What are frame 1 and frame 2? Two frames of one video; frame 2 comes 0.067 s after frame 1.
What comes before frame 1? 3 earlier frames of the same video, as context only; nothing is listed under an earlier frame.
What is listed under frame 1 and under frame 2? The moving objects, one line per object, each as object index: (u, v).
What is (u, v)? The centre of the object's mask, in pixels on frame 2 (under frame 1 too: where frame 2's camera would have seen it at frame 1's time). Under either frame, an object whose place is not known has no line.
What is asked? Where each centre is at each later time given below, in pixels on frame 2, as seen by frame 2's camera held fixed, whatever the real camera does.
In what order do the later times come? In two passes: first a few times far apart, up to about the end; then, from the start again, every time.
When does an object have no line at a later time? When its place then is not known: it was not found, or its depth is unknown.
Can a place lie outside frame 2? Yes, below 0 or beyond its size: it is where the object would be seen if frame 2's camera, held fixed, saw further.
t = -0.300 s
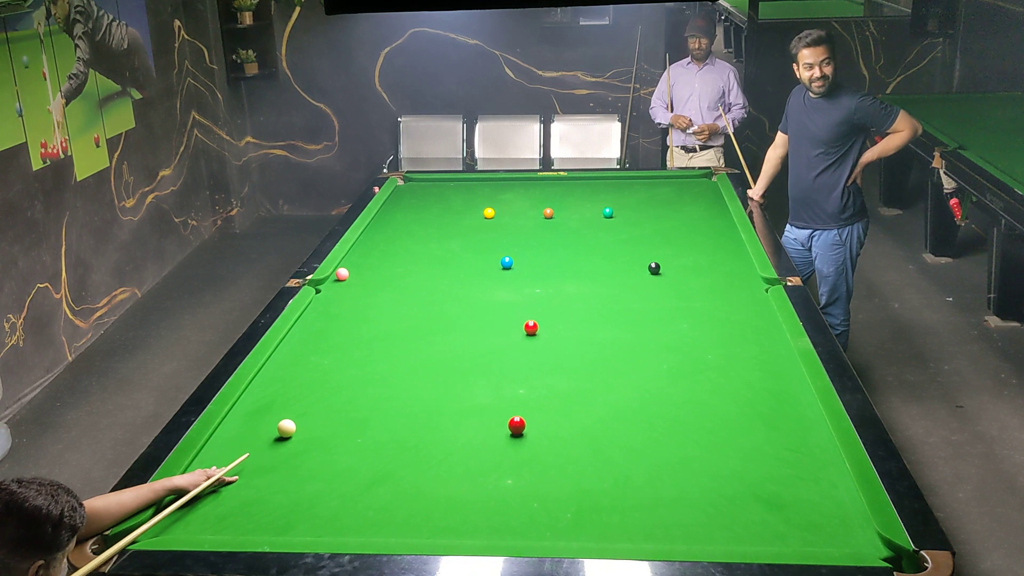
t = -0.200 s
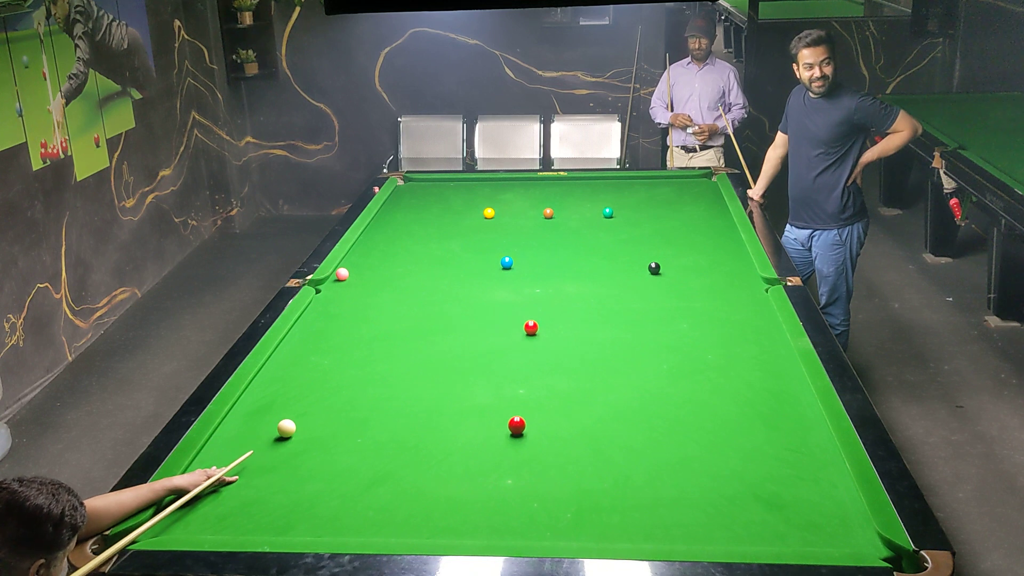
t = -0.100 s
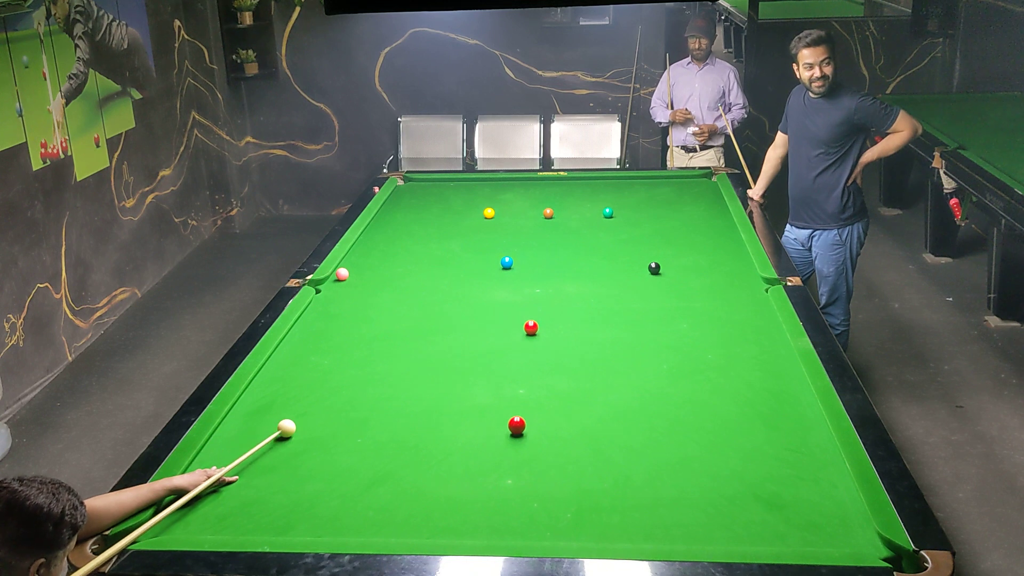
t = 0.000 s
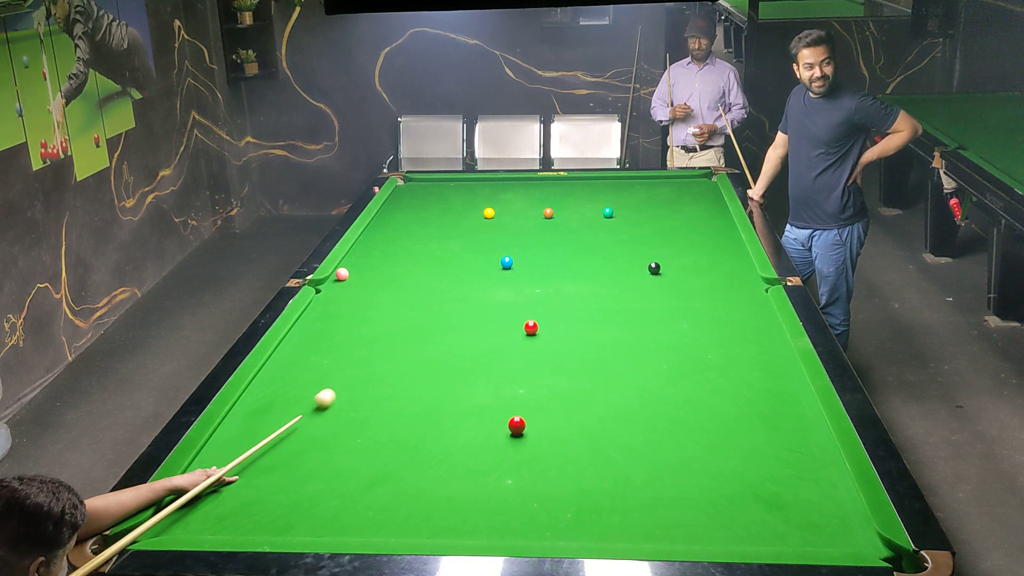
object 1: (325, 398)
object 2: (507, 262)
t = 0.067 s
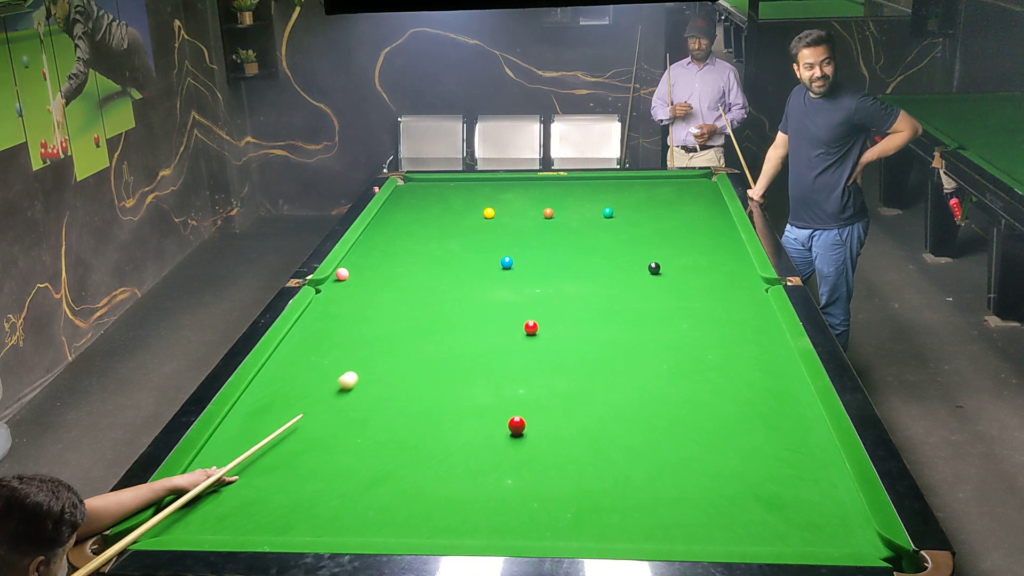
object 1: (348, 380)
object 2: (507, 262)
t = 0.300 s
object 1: (413, 330)
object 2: (507, 262)
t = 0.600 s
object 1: (478, 281)
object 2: (507, 262)
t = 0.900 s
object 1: (490, 257)
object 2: (546, 246)
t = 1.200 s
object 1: (485, 243)
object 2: (591, 229)
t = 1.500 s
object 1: (481, 230)
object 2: (632, 213)
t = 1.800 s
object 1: (477, 219)
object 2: (668, 199)
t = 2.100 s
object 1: (474, 209)
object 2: (700, 187)
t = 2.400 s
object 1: (471, 200)
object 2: (698, 178)
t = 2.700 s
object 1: (468, 192)
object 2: (679, 180)
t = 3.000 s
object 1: (466, 186)
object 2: (661, 185)
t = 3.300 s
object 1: (464, 180)
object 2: (645, 190)
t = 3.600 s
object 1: (459, 182)
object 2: (629, 194)
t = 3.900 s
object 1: (455, 185)
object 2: (615, 199)
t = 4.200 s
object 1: (451, 188)
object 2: (602, 202)
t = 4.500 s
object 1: (447, 191)
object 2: (591, 206)
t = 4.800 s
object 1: (444, 193)
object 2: (581, 209)
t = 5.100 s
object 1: (442, 194)
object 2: (573, 212)
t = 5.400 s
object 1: (440, 196)
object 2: (565, 215)
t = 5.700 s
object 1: (439, 196)
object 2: (560, 217)
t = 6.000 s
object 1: (439, 196)
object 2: (555, 218)
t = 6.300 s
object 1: (439, 196)
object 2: (552, 219)
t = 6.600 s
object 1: (439, 196)
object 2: (550, 220)
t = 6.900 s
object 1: (439, 196)
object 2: (549, 220)
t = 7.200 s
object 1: (439, 196)
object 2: (549, 220)
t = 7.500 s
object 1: (439, 196)
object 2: (549, 220)
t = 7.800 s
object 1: (439, 197)
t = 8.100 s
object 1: (439, 197)
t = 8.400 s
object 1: (439, 197)
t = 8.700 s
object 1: (439, 197)
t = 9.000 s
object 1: (439, 196)
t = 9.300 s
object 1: (439, 197)
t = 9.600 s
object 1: (439, 197)
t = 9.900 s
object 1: (439, 197)
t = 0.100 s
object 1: (358, 372)
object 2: (507, 262)
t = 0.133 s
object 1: (368, 365)
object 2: (507, 262)
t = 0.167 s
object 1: (378, 357)
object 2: (507, 262)
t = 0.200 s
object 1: (387, 350)
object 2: (507, 262)
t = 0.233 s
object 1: (396, 343)
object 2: (507, 262)
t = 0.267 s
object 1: (405, 337)
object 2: (507, 262)
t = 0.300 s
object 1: (413, 330)
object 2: (507, 262)
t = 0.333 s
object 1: (421, 324)
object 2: (507, 262)
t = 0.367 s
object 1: (429, 318)
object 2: (507, 262)
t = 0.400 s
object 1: (437, 312)
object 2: (507, 262)
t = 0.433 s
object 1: (444, 307)
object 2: (507, 262)
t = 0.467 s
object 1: (452, 301)
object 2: (507, 262)
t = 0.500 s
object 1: (458, 296)
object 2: (507, 262)
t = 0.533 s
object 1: (465, 291)
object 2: (507, 262)
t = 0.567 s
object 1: (472, 286)
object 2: (507, 262)
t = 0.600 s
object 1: (478, 281)
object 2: (507, 262)
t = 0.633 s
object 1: (484, 276)
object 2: (507, 262)
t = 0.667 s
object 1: (490, 271)
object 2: (507, 262)
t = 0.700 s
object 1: (496, 267)
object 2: (508, 261)
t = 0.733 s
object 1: (497, 265)
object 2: (512, 260)
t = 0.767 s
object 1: (494, 264)
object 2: (520, 257)
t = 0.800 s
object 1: (492, 262)
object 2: (527, 254)
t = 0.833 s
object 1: (491, 261)
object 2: (534, 251)
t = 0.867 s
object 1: (490, 259)
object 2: (540, 249)
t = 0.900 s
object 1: (490, 257)
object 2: (546, 246)
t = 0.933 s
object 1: (489, 256)
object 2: (552, 244)
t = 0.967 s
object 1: (488, 254)
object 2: (557, 242)
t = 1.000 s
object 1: (488, 252)
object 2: (562, 240)
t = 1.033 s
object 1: (487, 251)
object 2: (567, 238)
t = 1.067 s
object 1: (487, 249)
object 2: (572, 236)
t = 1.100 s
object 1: (486, 247)
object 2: (577, 234)
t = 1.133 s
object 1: (486, 246)
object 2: (582, 232)
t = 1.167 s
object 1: (485, 244)
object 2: (587, 231)
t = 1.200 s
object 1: (485, 243)
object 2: (591, 229)
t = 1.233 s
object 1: (484, 241)
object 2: (596, 227)
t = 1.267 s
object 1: (484, 240)
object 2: (601, 225)
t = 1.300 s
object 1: (483, 238)
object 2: (605, 224)
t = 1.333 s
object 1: (483, 237)
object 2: (610, 222)
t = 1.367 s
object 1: (483, 235)
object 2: (615, 220)
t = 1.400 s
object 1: (482, 234)
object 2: (619, 218)
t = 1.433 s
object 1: (482, 232)
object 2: (623, 217)
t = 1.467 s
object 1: (481, 231)
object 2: (627, 215)
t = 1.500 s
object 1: (481, 230)
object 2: (632, 213)
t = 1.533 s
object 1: (480, 228)
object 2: (636, 211)
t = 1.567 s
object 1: (480, 227)
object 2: (640, 210)
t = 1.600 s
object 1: (479, 226)
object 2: (644, 208)
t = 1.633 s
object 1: (479, 225)
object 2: (648, 207)
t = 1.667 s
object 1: (479, 223)
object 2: (652, 205)
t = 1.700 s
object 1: (478, 222)
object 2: (656, 204)
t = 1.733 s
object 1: (478, 221)
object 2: (660, 202)
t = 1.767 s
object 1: (477, 220)
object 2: (664, 201)
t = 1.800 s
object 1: (477, 219)
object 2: (668, 199)
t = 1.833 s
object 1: (477, 217)
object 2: (671, 198)
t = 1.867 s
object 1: (476, 216)
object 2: (675, 197)
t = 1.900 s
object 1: (476, 215)
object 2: (679, 195)
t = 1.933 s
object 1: (476, 214)
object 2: (682, 194)
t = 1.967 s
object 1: (475, 213)
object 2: (686, 192)
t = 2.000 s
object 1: (475, 212)
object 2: (689, 191)
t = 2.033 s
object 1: (474, 211)
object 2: (693, 190)
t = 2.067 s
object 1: (474, 210)
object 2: (696, 188)
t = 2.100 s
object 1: (474, 209)
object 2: (700, 187)
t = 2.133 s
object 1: (473, 208)
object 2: (703, 186)
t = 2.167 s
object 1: (473, 207)
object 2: (706, 185)
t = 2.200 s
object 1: (473, 206)
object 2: (710, 183)
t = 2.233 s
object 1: (472, 205)
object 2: (712, 182)
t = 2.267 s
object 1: (472, 204)
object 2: (709, 181)
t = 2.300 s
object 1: (472, 203)
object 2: (706, 180)
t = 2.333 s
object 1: (471, 202)
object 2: (703, 180)
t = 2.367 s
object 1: (471, 201)
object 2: (701, 179)
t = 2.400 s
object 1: (471, 200)
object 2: (698, 178)
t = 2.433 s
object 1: (470, 199)
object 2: (695, 177)
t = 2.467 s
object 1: (470, 198)
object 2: (693, 176)
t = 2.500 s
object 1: (470, 197)
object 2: (691, 176)
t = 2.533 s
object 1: (470, 196)
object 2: (689, 177)
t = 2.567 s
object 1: (469, 196)
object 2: (687, 178)
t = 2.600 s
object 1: (469, 195)
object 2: (685, 178)
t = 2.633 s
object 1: (469, 194)
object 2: (683, 179)
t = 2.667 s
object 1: (468, 193)
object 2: (681, 179)
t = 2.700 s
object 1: (468, 192)
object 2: (679, 180)
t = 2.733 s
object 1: (468, 192)
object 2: (677, 180)
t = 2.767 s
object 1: (468, 191)
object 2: (675, 181)
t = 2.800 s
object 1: (467, 190)
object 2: (673, 181)
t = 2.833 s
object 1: (467, 189)
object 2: (671, 182)
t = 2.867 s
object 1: (467, 189)
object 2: (669, 183)
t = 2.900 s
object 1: (467, 188)
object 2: (667, 183)
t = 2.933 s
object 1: (466, 187)
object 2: (665, 184)
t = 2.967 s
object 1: (466, 186)
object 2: (663, 184)
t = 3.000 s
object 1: (466, 186)
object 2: (661, 185)
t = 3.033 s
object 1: (466, 185)
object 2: (659, 185)
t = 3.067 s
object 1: (465, 184)
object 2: (658, 186)
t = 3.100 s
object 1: (465, 184)
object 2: (656, 186)
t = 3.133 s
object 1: (465, 183)
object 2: (654, 187)
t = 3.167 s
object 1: (465, 182)
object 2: (652, 188)
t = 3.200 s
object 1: (464, 182)
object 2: (650, 188)
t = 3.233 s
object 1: (464, 181)
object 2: (648, 189)
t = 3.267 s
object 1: (464, 180)
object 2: (646, 189)
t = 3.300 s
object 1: (464, 180)
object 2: (645, 190)
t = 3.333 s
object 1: (464, 179)
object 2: (643, 190)
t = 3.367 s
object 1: (463, 179)
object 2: (641, 191)
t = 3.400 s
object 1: (463, 179)
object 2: (639, 191)
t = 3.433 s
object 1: (462, 180)
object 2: (638, 192)
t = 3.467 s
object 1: (462, 180)
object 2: (636, 192)
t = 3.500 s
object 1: (461, 181)
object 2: (634, 193)
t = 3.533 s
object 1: (461, 181)
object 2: (633, 193)
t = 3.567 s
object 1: (460, 181)
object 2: (631, 194)
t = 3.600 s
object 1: (459, 182)
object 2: (629, 194)
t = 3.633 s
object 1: (459, 182)
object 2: (628, 195)
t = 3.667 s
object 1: (458, 183)
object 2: (626, 195)
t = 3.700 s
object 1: (458, 183)
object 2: (625, 196)
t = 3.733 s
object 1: (457, 183)
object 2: (623, 196)
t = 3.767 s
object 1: (457, 184)
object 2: (621, 197)
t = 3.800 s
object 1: (456, 184)
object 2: (620, 197)
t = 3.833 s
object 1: (456, 184)
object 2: (618, 198)
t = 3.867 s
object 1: (455, 185)
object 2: (617, 198)
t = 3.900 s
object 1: (455, 185)
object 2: (615, 199)
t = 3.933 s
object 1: (454, 186)
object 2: (614, 199)
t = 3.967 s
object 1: (454, 186)
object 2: (612, 199)
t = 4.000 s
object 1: (453, 186)
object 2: (611, 200)
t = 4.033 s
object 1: (453, 187)
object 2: (609, 200)
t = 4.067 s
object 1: (453, 187)
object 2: (608, 201)
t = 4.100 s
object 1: (452, 187)
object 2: (606, 201)
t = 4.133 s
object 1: (452, 188)
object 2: (605, 202)
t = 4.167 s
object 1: (451, 188)
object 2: (603, 202)
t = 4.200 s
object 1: (451, 188)
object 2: (602, 202)
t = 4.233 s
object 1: (450, 188)
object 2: (601, 203)
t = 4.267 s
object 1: (450, 189)
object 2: (599, 203)
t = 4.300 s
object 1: (450, 189)
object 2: (598, 204)
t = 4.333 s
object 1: (449, 189)
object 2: (597, 204)
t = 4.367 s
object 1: (449, 190)
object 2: (596, 204)
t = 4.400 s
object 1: (448, 190)
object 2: (594, 205)
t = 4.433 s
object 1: (448, 190)
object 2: (593, 205)
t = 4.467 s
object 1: (448, 190)
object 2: (592, 206)
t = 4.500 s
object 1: (447, 191)
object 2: (591, 206)
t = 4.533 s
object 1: (447, 191)
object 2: (590, 207)
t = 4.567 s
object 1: (447, 191)
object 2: (588, 207)
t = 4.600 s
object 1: (446, 191)
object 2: (587, 207)
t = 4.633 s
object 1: (446, 192)
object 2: (586, 208)
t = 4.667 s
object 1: (446, 192)
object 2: (585, 208)
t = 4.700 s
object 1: (445, 192)
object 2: (584, 208)
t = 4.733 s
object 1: (445, 192)
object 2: (583, 209)
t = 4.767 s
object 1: (445, 193)
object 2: (582, 209)
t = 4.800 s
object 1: (444, 193)
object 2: (581, 209)
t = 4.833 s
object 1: (444, 193)
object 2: (580, 210)
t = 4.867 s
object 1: (444, 193)
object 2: (579, 210)
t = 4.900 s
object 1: (443, 193)
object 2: (578, 210)
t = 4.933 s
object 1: (443, 194)
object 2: (577, 211)
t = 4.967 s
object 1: (443, 194)
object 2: (576, 211)
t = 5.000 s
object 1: (443, 194)
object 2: (575, 211)
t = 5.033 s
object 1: (442, 194)
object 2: (574, 212)
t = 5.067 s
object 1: (442, 194)
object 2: (573, 212)
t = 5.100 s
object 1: (442, 194)
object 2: (573, 212)
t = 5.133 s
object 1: (442, 194)
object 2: (572, 213)
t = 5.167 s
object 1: (442, 195)
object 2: (571, 213)
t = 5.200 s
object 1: (441, 195)
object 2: (570, 213)
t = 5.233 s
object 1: (441, 195)
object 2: (569, 213)
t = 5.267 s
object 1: (441, 195)
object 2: (568, 214)
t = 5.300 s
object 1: (441, 195)
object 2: (568, 214)
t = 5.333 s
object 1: (441, 195)
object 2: (567, 214)
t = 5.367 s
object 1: (441, 195)
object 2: (566, 214)
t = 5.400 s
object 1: (440, 196)
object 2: (565, 215)
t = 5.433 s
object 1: (440, 196)
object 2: (565, 215)
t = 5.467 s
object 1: (440, 196)
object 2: (564, 215)
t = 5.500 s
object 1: (440, 196)
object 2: (563, 215)
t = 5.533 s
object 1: (440, 196)
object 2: (563, 215)
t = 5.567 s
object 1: (440, 196)
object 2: (562, 216)
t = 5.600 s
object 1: (440, 196)
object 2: (561, 216)
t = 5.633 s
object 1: (439, 196)
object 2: (561, 216)
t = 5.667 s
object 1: (439, 196)
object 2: (560, 216)
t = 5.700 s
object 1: (439, 196)
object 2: (560, 217)
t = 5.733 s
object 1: (439, 196)
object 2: (559, 217)
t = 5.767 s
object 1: (439, 196)
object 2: (558, 217)
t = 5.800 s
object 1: (439, 196)
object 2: (558, 217)
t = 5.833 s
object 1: (439, 196)
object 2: (557, 217)
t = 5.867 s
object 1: (439, 196)
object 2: (557, 217)
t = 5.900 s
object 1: (439, 196)
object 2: (556, 218)
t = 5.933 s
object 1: (439, 196)
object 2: (556, 218)
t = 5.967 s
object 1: (439, 196)
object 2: (555, 218)
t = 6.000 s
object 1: (439, 196)
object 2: (555, 218)
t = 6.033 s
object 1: (439, 196)
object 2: (554, 218)
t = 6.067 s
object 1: (439, 196)
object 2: (554, 219)
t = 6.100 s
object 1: (439, 196)
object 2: (554, 219)
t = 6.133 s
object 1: (439, 196)
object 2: (553, 219)
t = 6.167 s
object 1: (439, 196)
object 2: (553, 219)
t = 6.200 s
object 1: (439, 196)
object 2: (552, 219)
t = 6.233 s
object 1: (439, 196)
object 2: (552, 219)
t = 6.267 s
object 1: (439, 196)
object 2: (552, 219)
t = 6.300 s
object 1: (439, 196)
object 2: (552, 219)
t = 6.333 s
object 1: (439, 196)
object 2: (551, 219)
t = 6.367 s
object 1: (439, 196)
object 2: (551, 220)
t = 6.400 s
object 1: (439, 196)
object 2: (551, 220)
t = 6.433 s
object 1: (439, 196)
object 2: (550, 220)
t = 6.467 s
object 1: (439, 196)
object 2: (550, 220)
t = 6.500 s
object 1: (439, 196)
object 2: (550, 220)
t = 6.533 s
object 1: (439, 196)
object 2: (550, 220)
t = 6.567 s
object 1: (439, 196)
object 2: (550, 220)
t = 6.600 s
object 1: (439, 196)
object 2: (550, 220)
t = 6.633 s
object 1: (439, 196)
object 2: (549, 220)
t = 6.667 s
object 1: (439, 196)
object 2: (549, 220)
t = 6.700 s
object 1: (439, 196)
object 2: (549, 220)
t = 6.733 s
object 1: (439, 196)
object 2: (549, 220)
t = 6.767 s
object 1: (439, 196)
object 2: (549, 220)
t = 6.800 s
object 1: (439, 196)
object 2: (549, 220)
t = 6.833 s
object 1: (439, 196)
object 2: (549, 220)
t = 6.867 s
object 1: (439, 196)
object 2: (549, 220)
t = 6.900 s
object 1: (439, 196)
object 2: (549, 220)
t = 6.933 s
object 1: (439, 196)
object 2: (549, 220)
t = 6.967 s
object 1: (439, 196)
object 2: (549, 220)
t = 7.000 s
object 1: (439, 196)
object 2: (549, 220)
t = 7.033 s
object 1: (439, 196)
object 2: (549, 220)
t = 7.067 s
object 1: (439, 196)
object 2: (549, 220)
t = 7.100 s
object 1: (439, 196)
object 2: (549, 220)
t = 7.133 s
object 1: (439, 196)
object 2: (549, 220)
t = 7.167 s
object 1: (439, 196)
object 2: (549, 220)
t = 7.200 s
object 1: (439, 196)
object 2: (549, 220)
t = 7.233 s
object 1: (439, 196)
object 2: (549, 220)
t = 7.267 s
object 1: (439, 196)
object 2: (549, 220)
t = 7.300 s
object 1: (439, 196)
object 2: (549, 220)
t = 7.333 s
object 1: (439, 196)
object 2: (549, 220)
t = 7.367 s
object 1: (439, 197)
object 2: (549, 220)
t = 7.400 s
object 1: (439, 196)
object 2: (549, 220)
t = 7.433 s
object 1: (439, 196)
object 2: (549, 220)
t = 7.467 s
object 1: (439, 196)
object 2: (549, 220)
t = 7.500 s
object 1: (439, 196)
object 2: (549, 220)
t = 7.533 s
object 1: (439, 196)
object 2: (549, 220)
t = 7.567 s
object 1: (439, 196)
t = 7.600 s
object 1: (439, 197)
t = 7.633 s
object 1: (439, 197)
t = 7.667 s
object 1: (439, 196)
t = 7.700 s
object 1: (439, 197)
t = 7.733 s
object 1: (439, 196)
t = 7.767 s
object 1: (439, 196)
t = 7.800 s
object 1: (439, 197)
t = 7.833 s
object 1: (439, 196)
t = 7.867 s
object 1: (439, 197)
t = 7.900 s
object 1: (439, 197)
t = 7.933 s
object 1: (439, 197)
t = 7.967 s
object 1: (439, 197)
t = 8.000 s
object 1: (439, 197)
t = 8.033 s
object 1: (439, 197)
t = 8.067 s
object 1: (439, 197)
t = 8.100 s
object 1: (439, 197)
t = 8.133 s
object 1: (439, 197)
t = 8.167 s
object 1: (439, 197)
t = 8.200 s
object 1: (439, 197)
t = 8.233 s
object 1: (439, 197)
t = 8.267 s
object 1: (439, 197)
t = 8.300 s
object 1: (439, 196)
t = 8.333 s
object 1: (439, 197)
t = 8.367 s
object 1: (439, 196)
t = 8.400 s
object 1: (439, 197)
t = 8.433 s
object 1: (439, 197)
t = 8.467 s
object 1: (439, 196)
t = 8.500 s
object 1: (439, 197)
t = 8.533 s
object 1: (439, 197)
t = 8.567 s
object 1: (439, 196)
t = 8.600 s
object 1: (439, 196)
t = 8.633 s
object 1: (439, 196)
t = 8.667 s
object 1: (439, 197)
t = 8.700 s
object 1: (439, 197)
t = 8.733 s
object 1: (439, 196)
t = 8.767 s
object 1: (439, 197)
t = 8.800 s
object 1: (439, 197)
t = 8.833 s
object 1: (439, 197)
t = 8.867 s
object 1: (439, 197)
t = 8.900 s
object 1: (439, 197)
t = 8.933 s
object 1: (439, 197)
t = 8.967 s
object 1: (439, 197)
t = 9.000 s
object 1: (439, 196)
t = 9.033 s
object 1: (439, 197)
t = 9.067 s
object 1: (439, 197)
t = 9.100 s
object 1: (439, 197)
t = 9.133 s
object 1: (439, 197)
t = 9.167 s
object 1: (439, 197)
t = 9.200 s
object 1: (439, 197)
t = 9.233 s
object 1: (439, 197)
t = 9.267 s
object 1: (439, 197)
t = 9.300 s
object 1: (439, 197)
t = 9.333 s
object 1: (439, 197)
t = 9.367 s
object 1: (439, 197)
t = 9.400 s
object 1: (439, 197)
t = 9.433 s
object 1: (439, 197)
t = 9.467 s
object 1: (439, 197)
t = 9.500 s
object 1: (439, 197)
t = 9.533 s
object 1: (439, 197)
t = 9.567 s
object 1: (439, 197)
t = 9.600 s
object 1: (439, 197)
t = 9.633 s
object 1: (439, 197)
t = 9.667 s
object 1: (439, 197)
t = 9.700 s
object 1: (439, 197)
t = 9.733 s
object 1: (439, 197)
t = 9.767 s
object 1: (439, 197)
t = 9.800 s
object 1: (439, 197)
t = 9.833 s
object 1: (439, 197)
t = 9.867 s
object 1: (439, 197)
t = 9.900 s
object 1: (439, 197)
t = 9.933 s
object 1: (439, 197)
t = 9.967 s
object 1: (439, 197)
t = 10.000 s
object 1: (439, 197)
